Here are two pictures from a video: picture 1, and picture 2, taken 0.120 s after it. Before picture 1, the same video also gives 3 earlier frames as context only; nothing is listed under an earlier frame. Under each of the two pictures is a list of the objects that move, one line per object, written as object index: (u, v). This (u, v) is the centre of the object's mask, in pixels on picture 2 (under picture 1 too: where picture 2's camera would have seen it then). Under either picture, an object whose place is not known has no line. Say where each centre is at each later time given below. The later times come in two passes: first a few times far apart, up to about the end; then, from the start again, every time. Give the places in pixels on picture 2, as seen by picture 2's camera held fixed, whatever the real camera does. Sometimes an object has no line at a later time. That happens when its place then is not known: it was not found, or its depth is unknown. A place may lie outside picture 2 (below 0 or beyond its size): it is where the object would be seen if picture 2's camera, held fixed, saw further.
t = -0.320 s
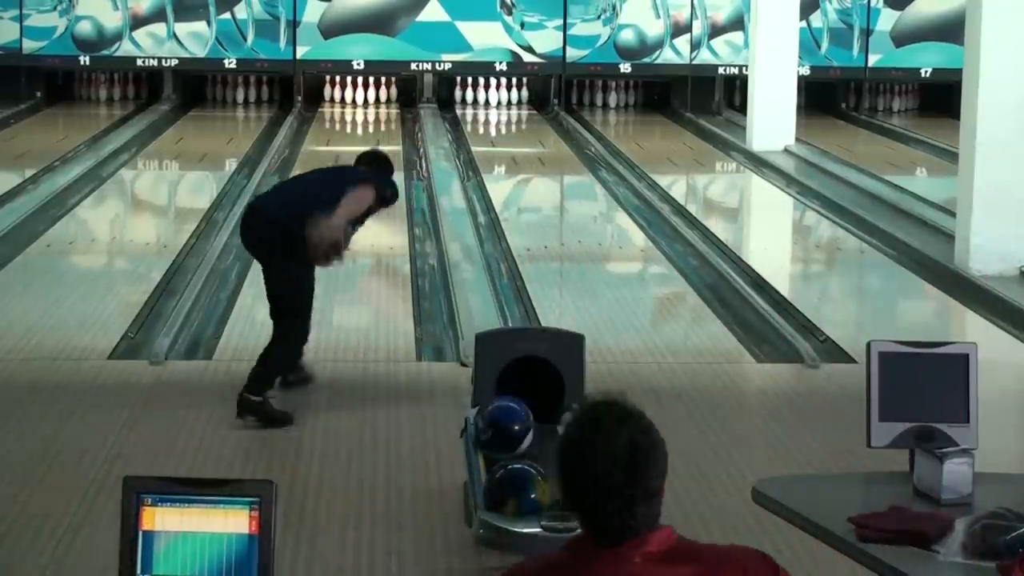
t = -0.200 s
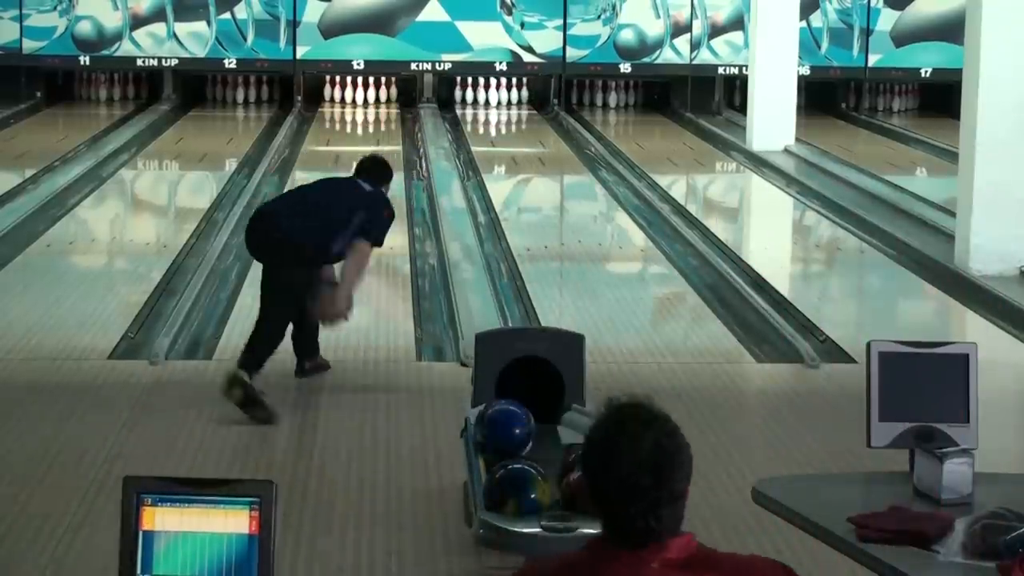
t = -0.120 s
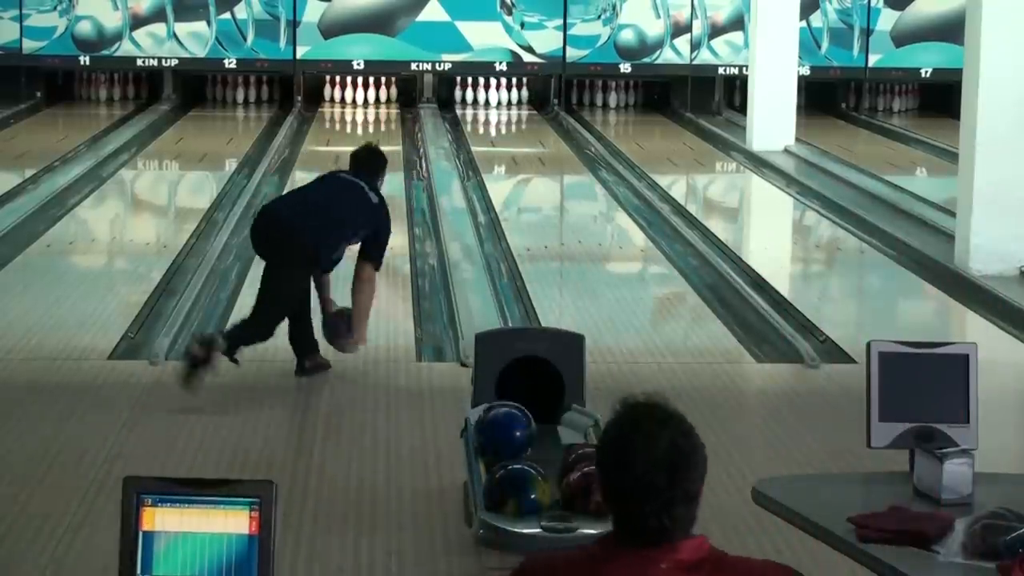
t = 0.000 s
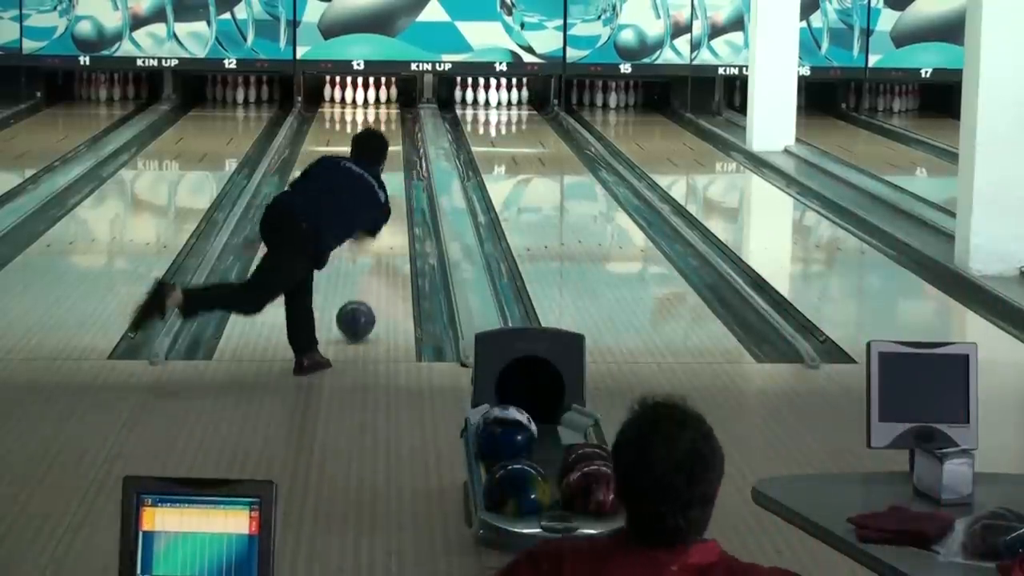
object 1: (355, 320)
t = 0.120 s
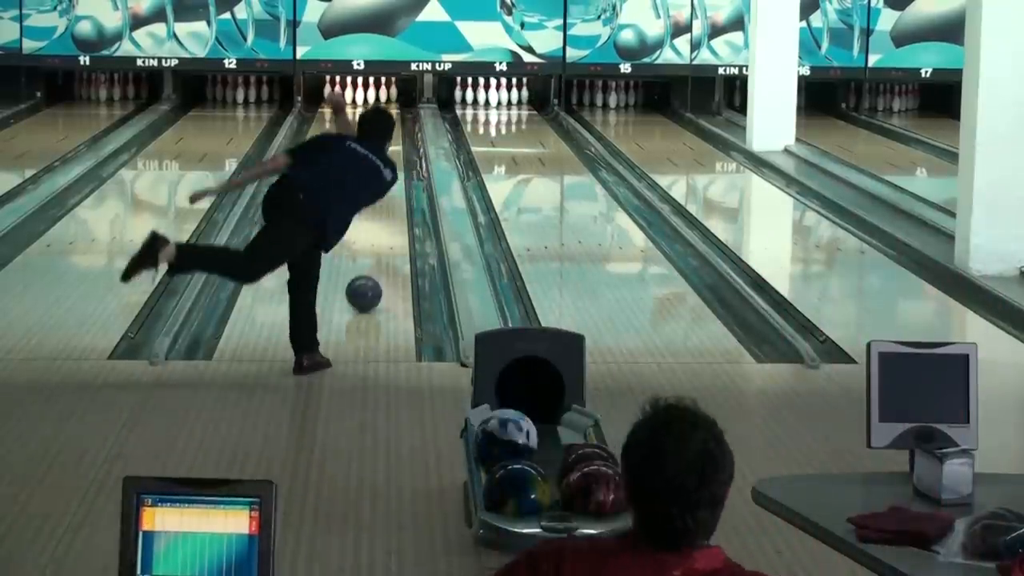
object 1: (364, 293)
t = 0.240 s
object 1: (370, 269)
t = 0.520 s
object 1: (382, 224)
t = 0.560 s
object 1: (384, 219)
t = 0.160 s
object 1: (366, 284)
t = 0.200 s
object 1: (368, 276)
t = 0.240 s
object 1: (370, 269)
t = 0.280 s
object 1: (372, 261)
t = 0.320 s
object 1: (374, 255)
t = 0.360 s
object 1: (376, 248)
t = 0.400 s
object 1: (377, 241)
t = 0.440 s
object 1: (379, 236)
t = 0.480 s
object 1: (380, 230)
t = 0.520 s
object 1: (382, 224)
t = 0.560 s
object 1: (384, 219)
